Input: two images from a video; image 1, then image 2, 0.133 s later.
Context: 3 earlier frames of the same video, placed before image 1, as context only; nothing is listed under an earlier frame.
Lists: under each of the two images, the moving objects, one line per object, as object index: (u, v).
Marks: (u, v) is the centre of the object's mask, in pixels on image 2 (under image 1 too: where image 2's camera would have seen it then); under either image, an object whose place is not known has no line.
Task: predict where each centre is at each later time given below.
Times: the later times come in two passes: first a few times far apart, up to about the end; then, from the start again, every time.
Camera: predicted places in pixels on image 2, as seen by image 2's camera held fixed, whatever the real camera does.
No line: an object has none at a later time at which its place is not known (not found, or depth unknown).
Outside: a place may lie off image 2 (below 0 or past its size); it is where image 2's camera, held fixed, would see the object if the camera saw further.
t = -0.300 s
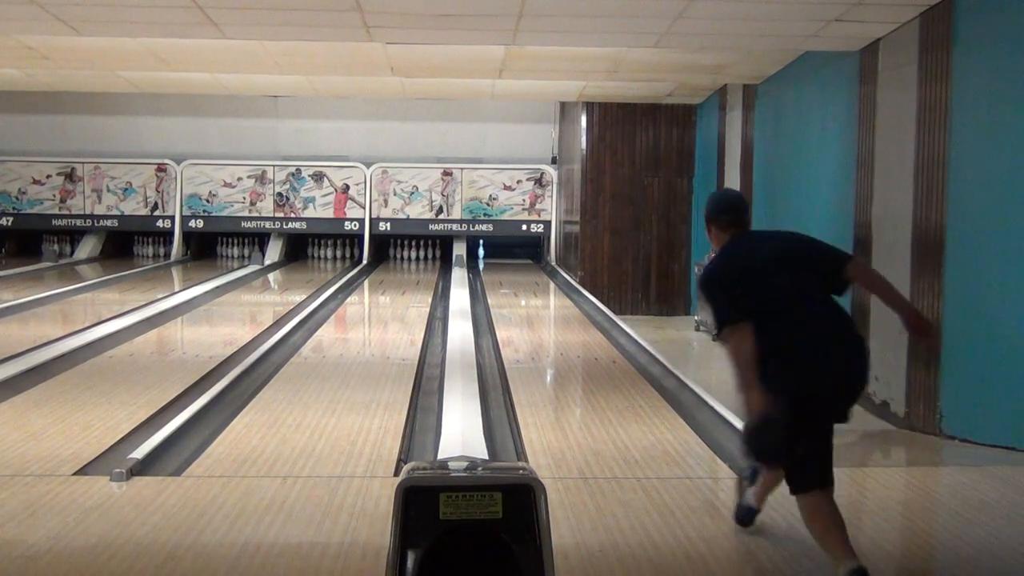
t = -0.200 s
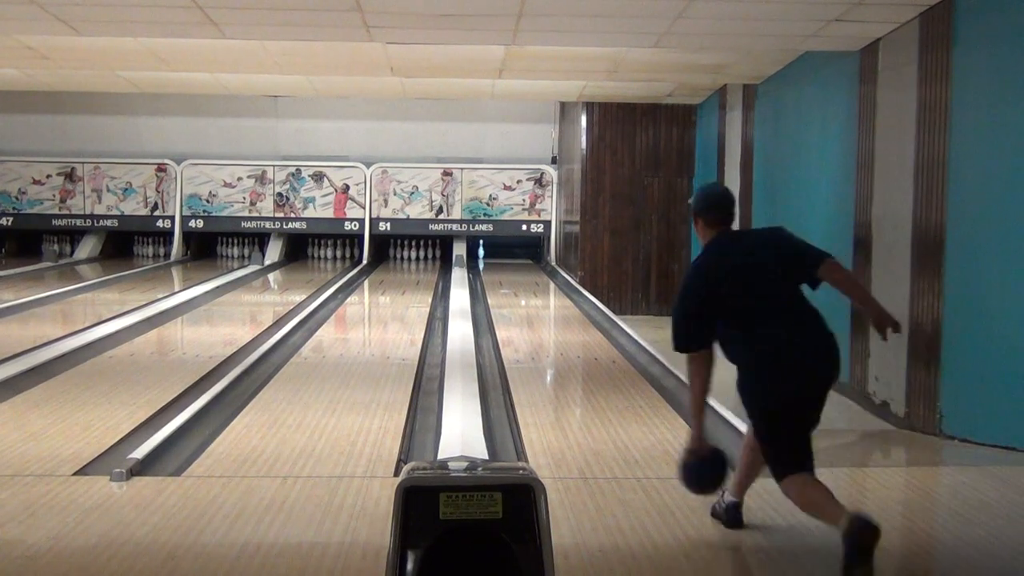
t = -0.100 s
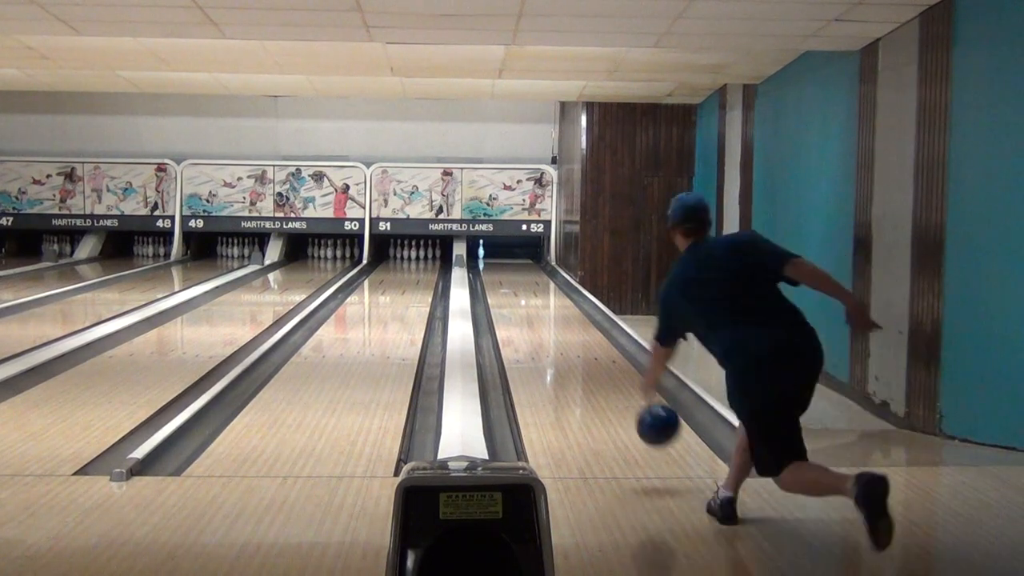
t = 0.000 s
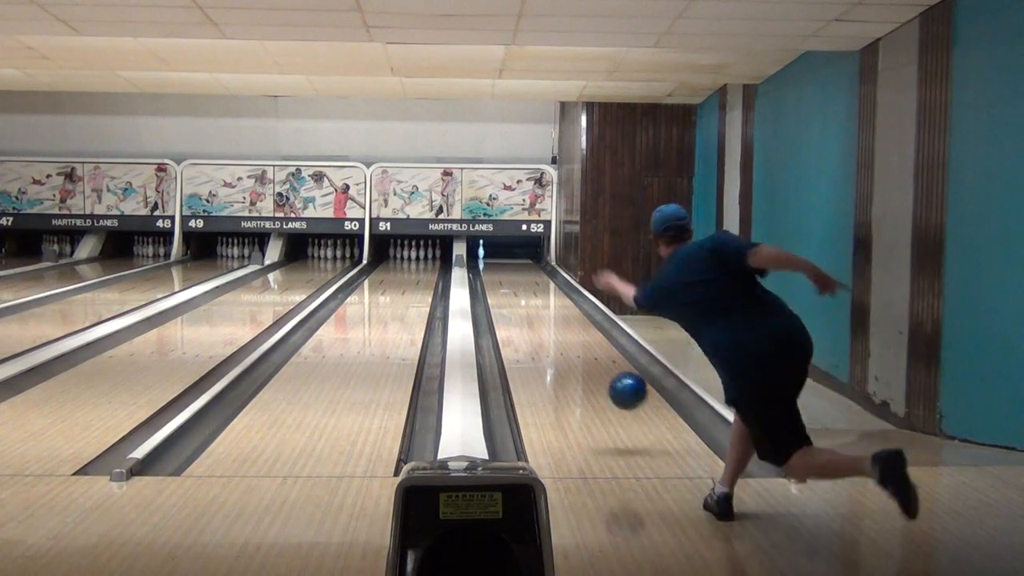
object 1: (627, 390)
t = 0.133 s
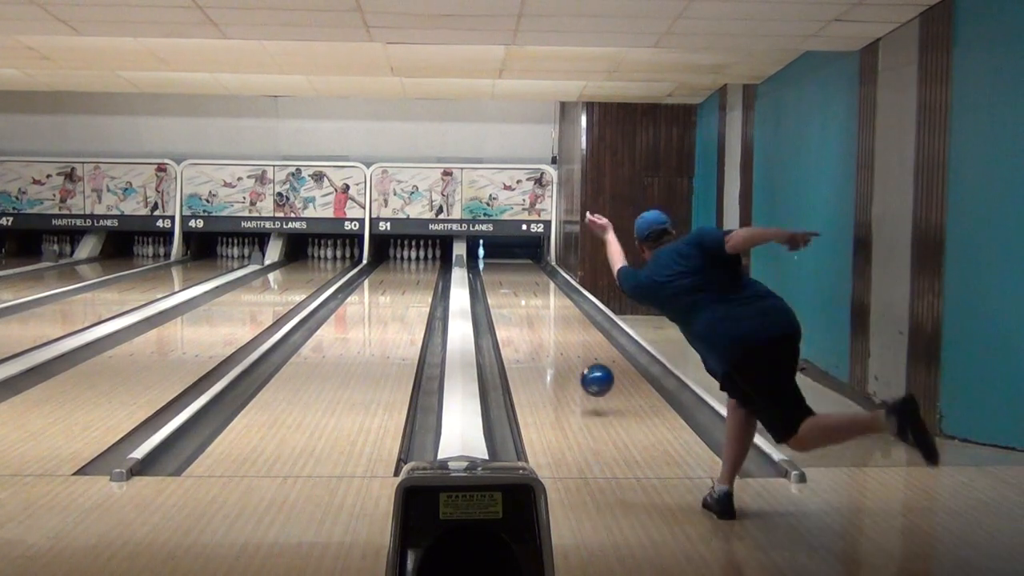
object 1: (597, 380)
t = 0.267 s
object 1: (574, 374)
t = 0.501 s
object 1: (546, 341)
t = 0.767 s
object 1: (524, 314)
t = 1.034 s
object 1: (509, 295)
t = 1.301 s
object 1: (499, 282)
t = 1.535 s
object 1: (491, 271)
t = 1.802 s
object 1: (485, 263)
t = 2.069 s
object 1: (481, 256)
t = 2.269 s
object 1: (480, 254)
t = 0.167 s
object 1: (590, 382)
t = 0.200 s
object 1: (585, 386)
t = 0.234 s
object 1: (579, 380)
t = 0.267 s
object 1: (574, 374)
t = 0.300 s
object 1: (569, 369)
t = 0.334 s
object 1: (565, 363)
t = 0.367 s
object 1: (561, 358)
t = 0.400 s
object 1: (557, 353)
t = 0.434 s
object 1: (553, 349)
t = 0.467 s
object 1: (549, 344)
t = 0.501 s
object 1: (546, 341)
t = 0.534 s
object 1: (543, 336)
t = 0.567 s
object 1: (540, 333)
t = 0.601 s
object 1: (537, 330)
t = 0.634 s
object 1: (534, 326)
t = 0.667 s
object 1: (531, 323)
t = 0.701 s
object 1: (529, 320)
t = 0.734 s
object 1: (526, 317)
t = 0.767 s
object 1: (524, 314)
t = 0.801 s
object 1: (522, 312)
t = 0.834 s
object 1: (520, 309)
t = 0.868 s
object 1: (518, 306)
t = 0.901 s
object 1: (516, 304)
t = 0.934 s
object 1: (514, 301)
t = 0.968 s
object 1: (512, 299)
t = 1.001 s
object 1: (511, 297)
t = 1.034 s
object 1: (509, 295)
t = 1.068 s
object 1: (508, 293)
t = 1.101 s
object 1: (506, 291)
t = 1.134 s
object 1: (505, 289)
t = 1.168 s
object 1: (504, 288)
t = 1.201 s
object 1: (502, 286)
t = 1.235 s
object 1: (501, 284)
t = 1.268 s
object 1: (496, 281)
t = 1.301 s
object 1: (499, 282)
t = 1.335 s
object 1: (497, 280)
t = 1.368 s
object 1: (496, 279)
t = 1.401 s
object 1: (495, 277)
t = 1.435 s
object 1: (495, 276)
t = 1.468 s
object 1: (493, 274)
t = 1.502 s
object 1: (493, 273)
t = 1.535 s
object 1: (491, 271)
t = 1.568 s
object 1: (490, 271)
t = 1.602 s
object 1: (490, 270)
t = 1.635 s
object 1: (489, 268)
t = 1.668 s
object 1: (488, 268)
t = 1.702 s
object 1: (487, 267)
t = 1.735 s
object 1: (487, 266)
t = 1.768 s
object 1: (486, 264)
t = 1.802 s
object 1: (485, 263)
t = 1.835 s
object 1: (485, 262)
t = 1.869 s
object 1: (484, 261)
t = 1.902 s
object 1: (483, 260)
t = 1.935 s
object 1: (483, 259)
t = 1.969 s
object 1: (482, 259)
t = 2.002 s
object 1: (482, 258)
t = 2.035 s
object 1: (482, 257)
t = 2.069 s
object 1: (481, 256)
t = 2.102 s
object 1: (481, 255)
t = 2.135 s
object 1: (481, 254)
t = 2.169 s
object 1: (481, 254)
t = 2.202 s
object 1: (481, 253)
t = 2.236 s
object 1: (481, 253)
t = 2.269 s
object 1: (480, 254)
